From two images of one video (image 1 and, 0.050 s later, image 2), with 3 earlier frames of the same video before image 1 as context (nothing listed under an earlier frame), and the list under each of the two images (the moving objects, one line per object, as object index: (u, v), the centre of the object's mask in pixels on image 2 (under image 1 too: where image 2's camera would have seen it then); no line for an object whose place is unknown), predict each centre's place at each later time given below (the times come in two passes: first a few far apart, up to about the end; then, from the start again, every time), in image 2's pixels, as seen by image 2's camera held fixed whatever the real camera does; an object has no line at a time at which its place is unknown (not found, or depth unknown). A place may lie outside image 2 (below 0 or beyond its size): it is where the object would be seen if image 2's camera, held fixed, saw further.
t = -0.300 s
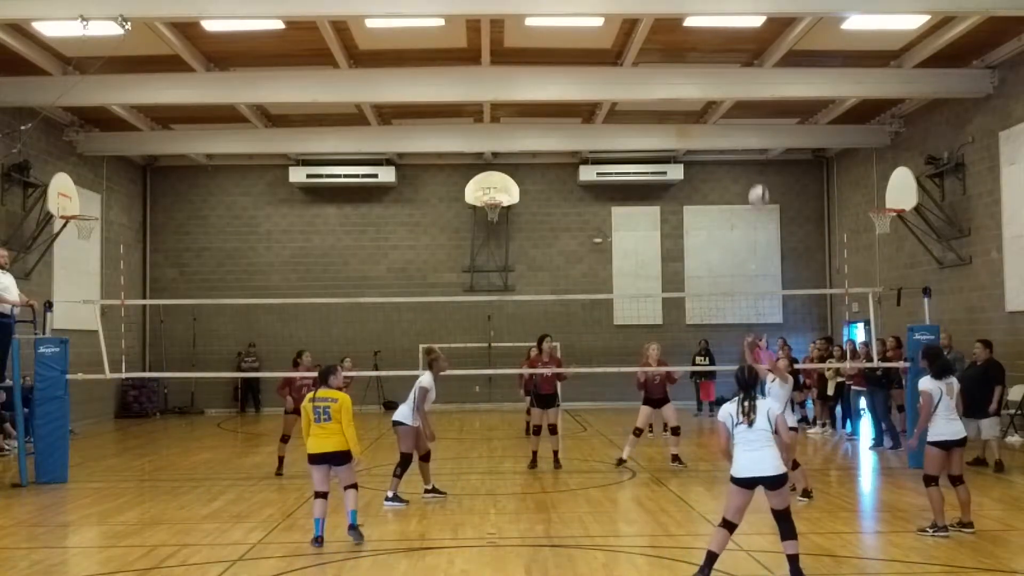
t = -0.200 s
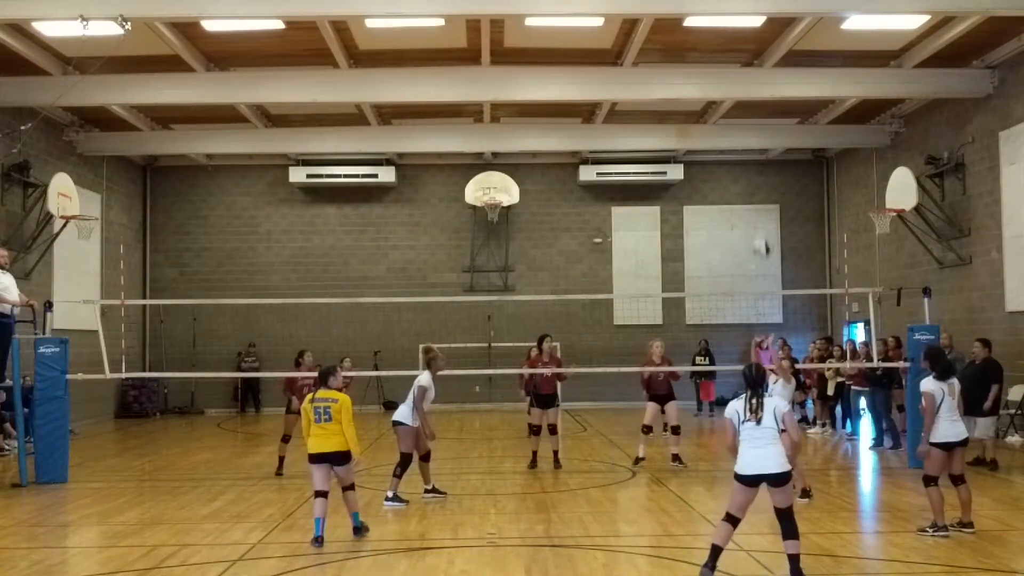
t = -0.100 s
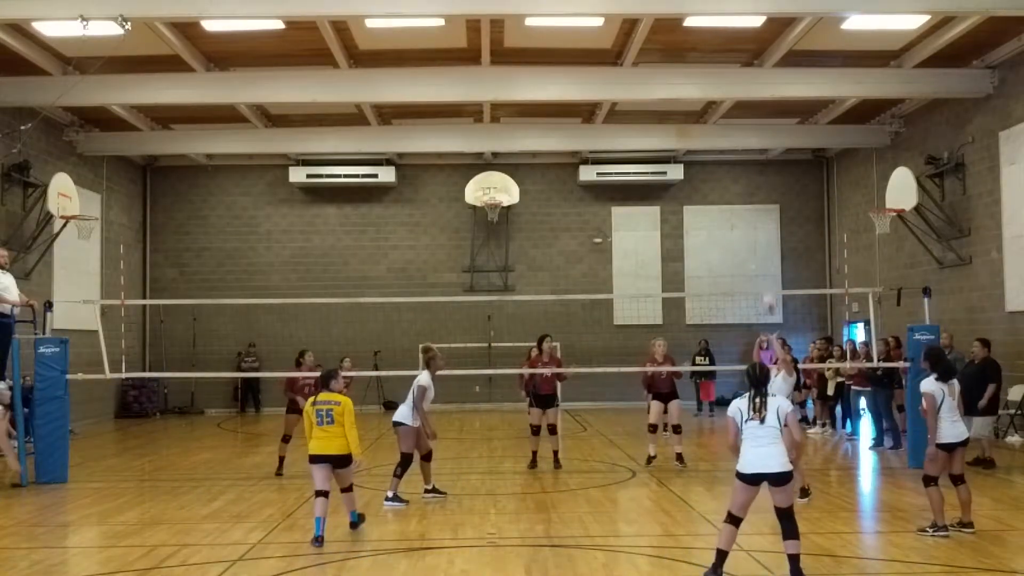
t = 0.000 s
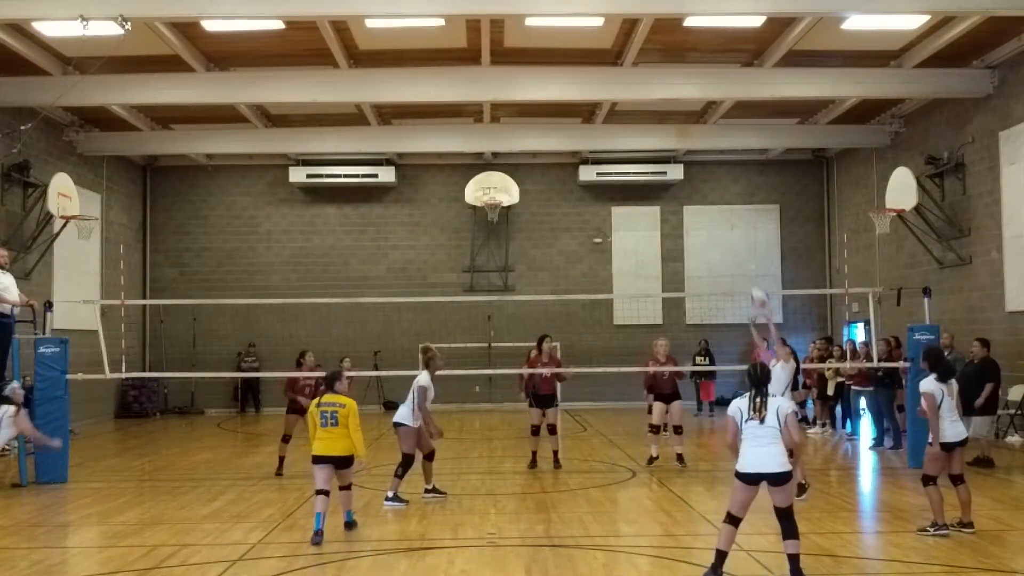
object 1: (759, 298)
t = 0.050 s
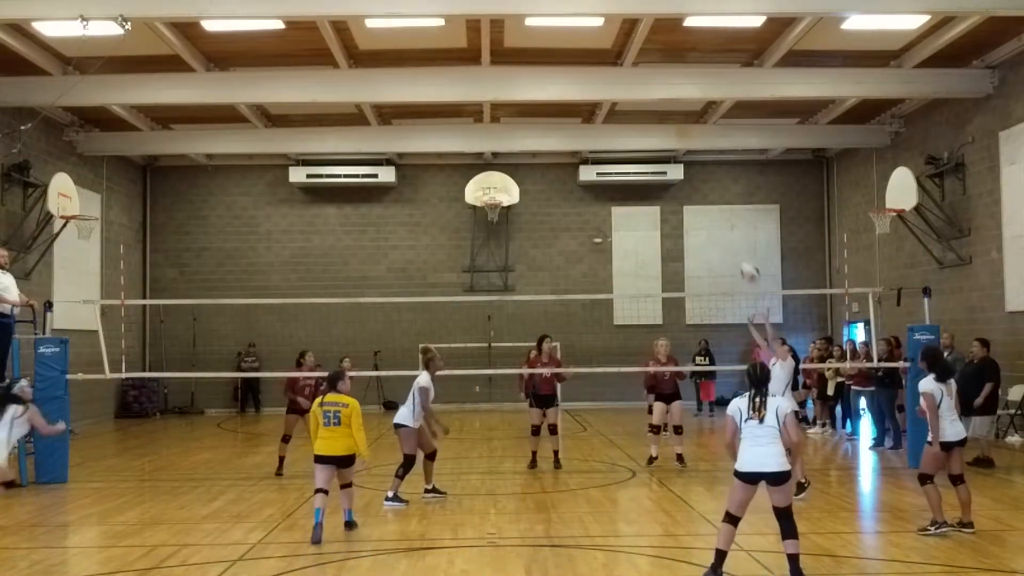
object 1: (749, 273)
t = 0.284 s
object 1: (710, 184)
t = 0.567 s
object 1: (671, 150)
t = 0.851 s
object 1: (635, 183)
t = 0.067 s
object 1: (746, 265)
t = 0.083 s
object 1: (743, 257)
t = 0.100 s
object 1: (741, 250)
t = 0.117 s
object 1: (737, 241)
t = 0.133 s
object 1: (735, 234)
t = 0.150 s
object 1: (731, 228)
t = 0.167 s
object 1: (728, 222)
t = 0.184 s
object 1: (726, 216)
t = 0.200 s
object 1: (723, 209)
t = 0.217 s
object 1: (721, 203)
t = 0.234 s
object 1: (718, 198)
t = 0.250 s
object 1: (715, 193)
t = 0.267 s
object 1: (712, 189)
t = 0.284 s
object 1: (710, 184)
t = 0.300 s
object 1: (707, 180)
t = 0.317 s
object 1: (705, 176)
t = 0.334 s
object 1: (703, 173)
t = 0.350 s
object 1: (700, 170)
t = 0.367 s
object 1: (698, 167)
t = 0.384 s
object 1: (696, 164)
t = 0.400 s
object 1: (693, 161)
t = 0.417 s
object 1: (691, 159)
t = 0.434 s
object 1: (688, 157)
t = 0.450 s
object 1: (686, 156)
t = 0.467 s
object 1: (684, 154)
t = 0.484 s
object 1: (682, 153)
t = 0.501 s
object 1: (679, 152)
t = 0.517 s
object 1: (678, 151)
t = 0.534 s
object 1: (675, 150)
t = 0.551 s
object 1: (673, 150)
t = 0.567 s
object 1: (671, 150)
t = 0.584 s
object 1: (669, 150)
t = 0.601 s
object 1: (666, 151)
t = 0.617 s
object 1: (664, 151)
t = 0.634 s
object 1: (662, 152)
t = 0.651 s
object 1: (659, 153)
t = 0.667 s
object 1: (658, 154)
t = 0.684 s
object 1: (655, 155)
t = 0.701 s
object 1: (653, 157)
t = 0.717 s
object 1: (651, 158)
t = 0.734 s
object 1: (649, 160)
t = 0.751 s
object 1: (647, 162)
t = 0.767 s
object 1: (645, 165)
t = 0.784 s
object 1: (643, 168)
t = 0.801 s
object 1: (641, 171)
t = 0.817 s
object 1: (639, 177)
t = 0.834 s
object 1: (636, 180)
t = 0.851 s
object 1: (635, 183)
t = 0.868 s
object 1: (633, 187)
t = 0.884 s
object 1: (631, 191)
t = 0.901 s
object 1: (629, 195)
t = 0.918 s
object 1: (627, 199)
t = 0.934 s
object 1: (625, 204)
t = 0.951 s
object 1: (623, 209)
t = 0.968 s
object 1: (621, 215)
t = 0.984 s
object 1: (619, 221)
